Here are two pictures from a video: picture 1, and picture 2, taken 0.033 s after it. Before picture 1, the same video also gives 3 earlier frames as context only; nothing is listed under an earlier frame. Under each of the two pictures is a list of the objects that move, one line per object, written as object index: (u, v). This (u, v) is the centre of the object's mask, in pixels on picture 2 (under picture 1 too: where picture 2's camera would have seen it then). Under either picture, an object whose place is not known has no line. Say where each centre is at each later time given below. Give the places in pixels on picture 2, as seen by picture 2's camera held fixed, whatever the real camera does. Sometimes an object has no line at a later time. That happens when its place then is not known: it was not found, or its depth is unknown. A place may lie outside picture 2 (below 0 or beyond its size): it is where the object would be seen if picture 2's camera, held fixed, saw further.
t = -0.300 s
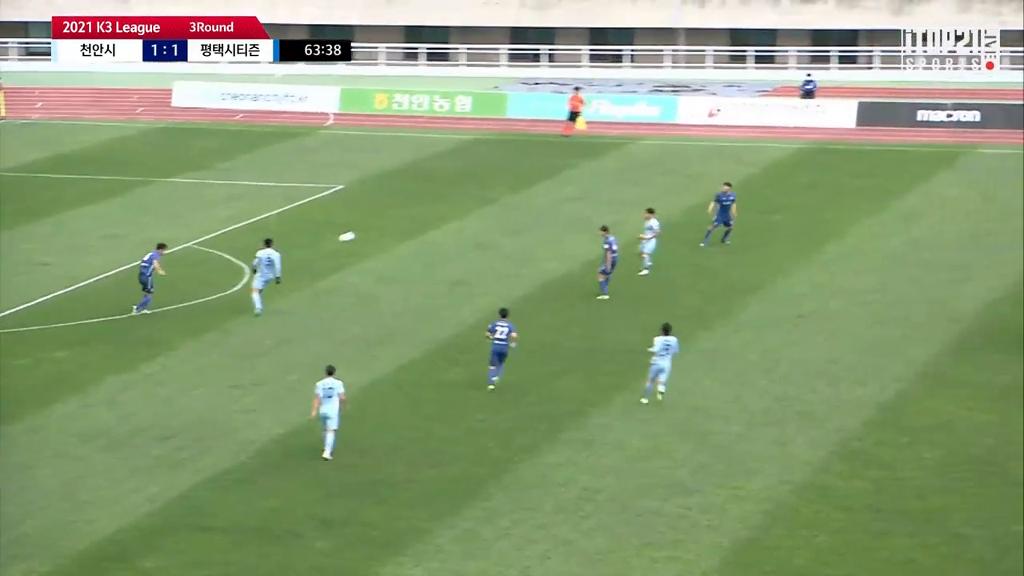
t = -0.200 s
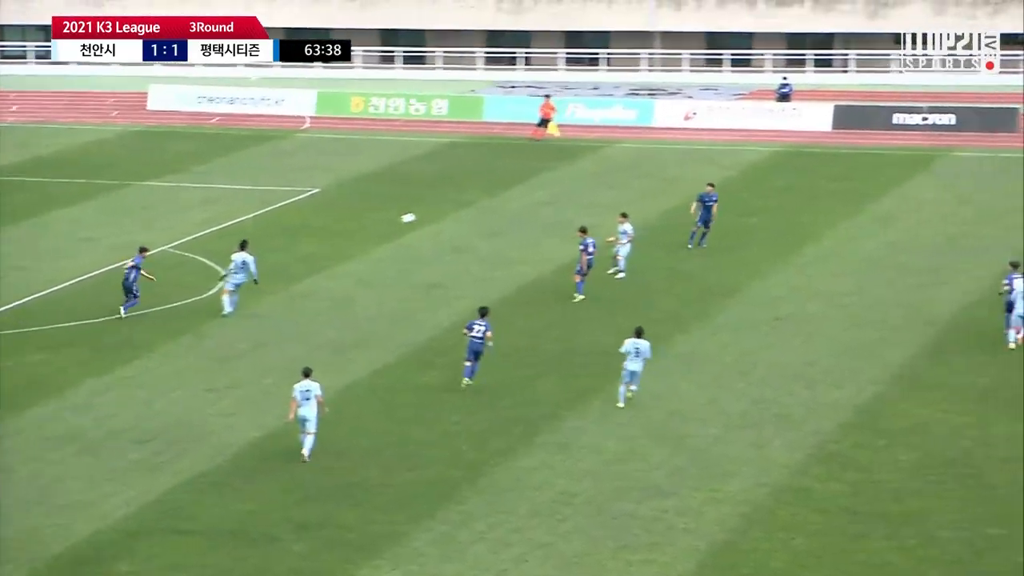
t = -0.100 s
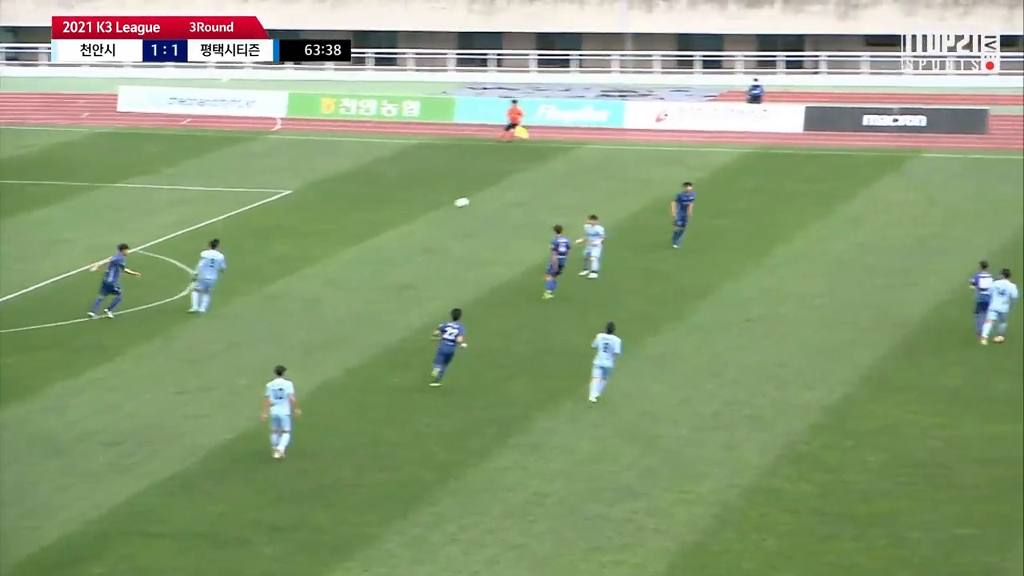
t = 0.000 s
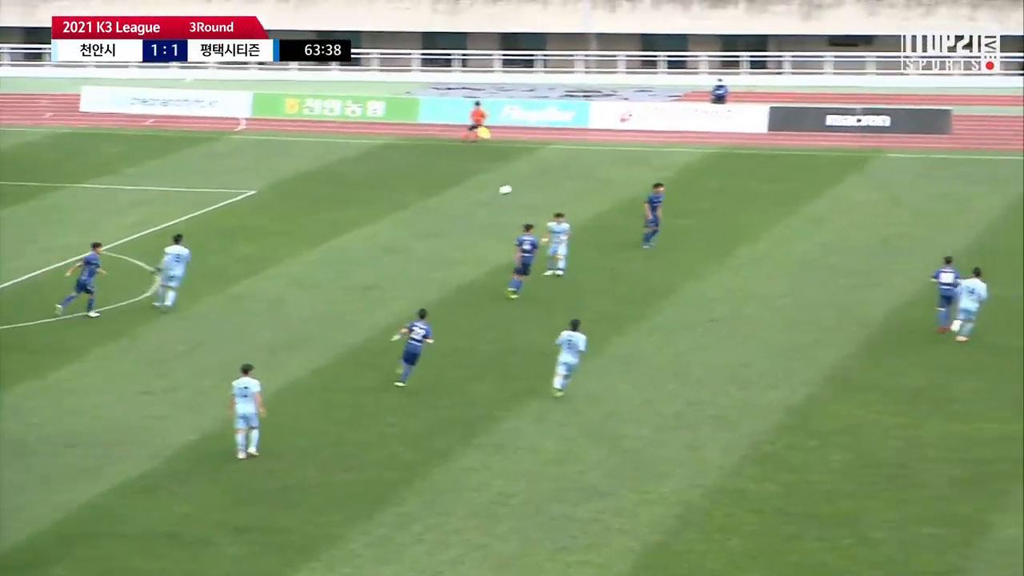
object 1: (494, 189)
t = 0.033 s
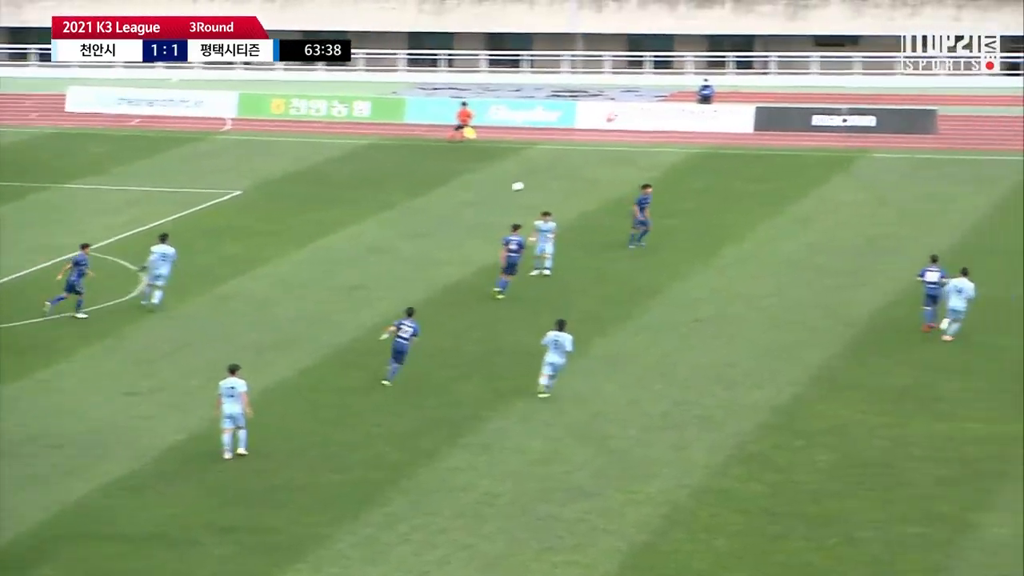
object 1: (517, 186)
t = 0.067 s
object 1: (540, 184)
